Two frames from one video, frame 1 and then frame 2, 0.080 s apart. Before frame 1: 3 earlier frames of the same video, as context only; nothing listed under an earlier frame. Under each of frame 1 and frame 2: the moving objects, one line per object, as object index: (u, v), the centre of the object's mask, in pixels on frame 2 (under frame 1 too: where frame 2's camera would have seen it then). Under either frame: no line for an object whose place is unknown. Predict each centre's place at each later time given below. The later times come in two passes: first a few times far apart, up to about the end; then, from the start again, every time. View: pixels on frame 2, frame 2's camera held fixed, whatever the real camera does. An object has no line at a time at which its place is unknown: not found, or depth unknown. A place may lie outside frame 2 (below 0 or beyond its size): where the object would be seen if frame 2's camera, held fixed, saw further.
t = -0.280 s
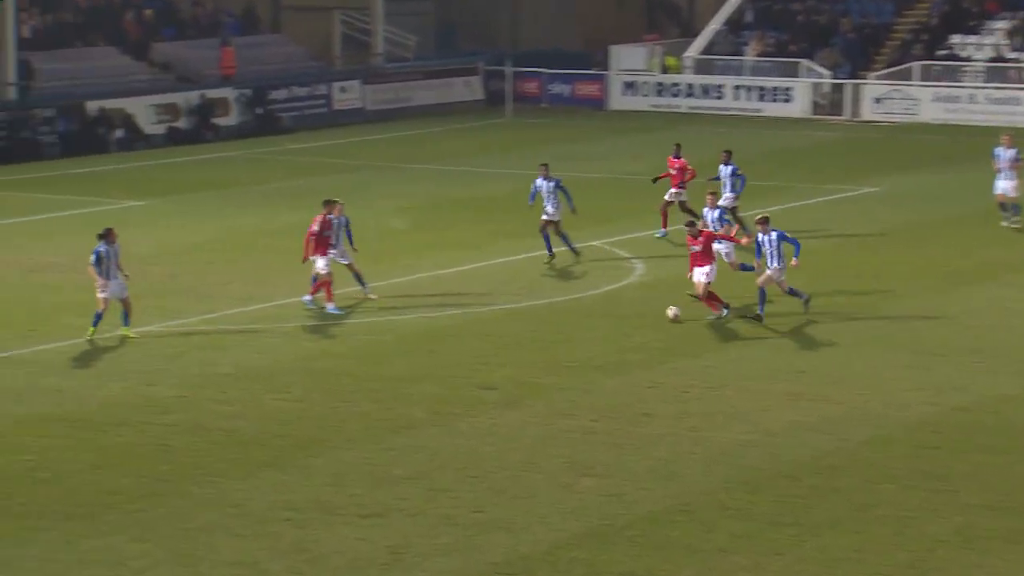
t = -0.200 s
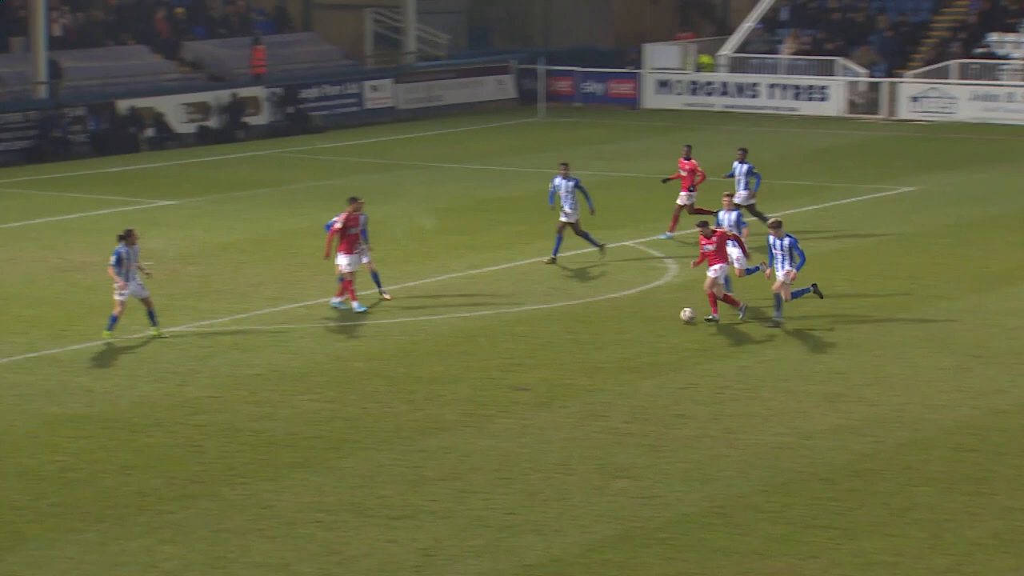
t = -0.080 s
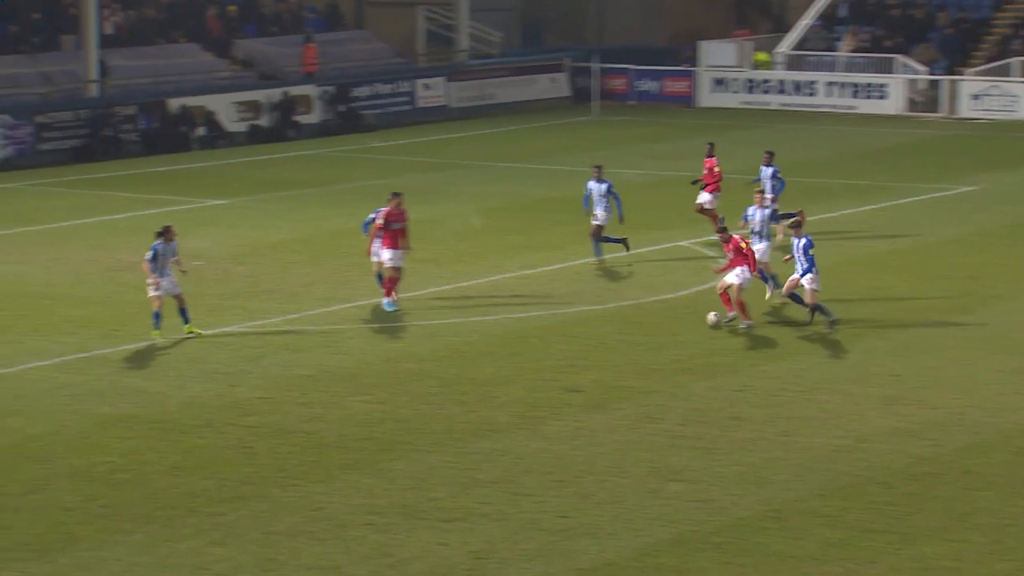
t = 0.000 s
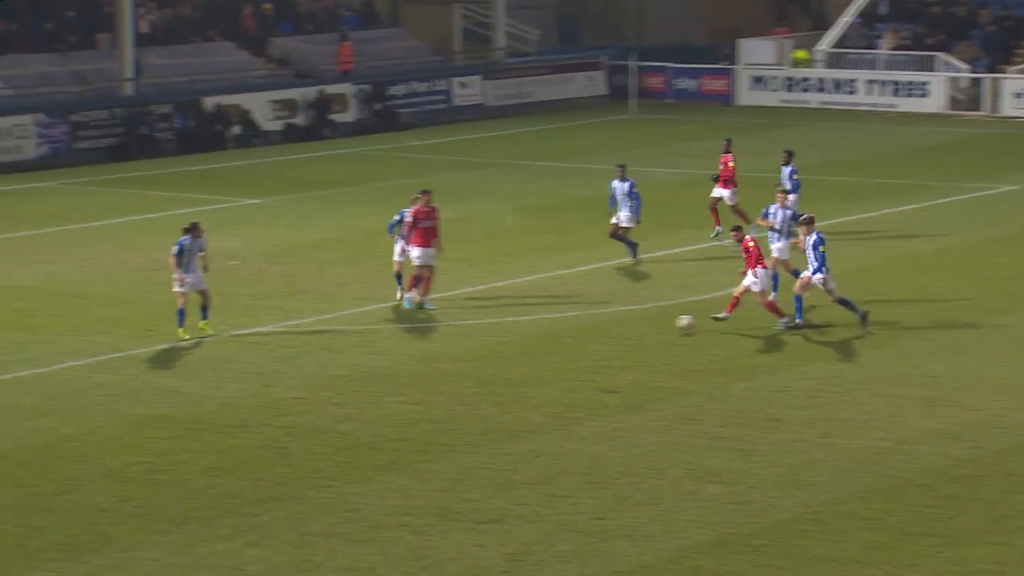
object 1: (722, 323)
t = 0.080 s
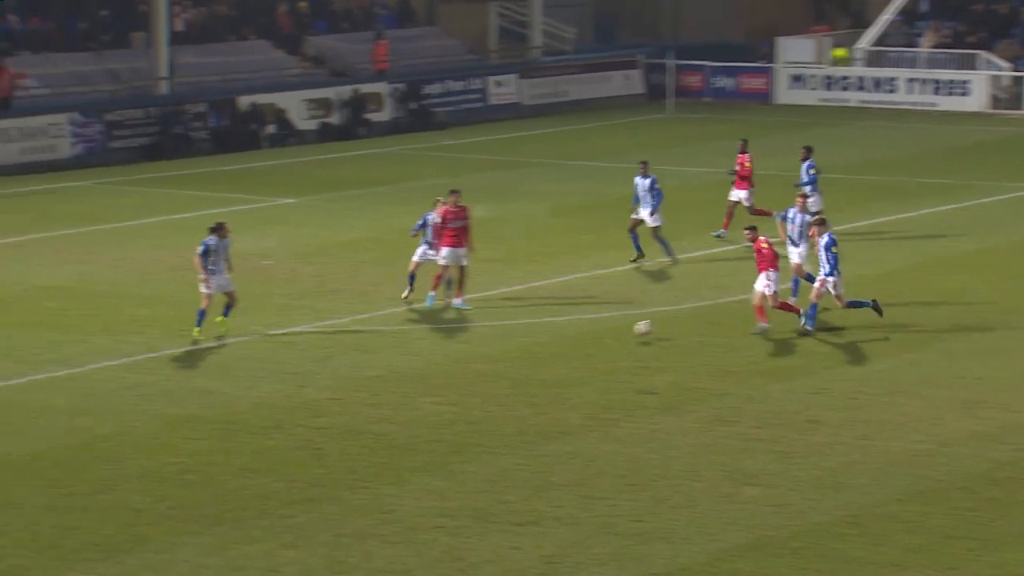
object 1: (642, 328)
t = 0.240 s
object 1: (490, 343)
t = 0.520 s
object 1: (245, 367)
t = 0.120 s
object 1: (603, 333)
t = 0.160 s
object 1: (564, 340)
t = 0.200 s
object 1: (526, 342)
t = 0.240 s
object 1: (490, 343)
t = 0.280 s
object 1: (453, 346)
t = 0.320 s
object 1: (417, 350)
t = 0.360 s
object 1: (381, 357)
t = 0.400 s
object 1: (346, 361)
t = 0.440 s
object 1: (312, 362)
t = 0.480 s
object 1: (279, 363)
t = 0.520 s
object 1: (245, 367)
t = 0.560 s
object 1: (211, 373)
